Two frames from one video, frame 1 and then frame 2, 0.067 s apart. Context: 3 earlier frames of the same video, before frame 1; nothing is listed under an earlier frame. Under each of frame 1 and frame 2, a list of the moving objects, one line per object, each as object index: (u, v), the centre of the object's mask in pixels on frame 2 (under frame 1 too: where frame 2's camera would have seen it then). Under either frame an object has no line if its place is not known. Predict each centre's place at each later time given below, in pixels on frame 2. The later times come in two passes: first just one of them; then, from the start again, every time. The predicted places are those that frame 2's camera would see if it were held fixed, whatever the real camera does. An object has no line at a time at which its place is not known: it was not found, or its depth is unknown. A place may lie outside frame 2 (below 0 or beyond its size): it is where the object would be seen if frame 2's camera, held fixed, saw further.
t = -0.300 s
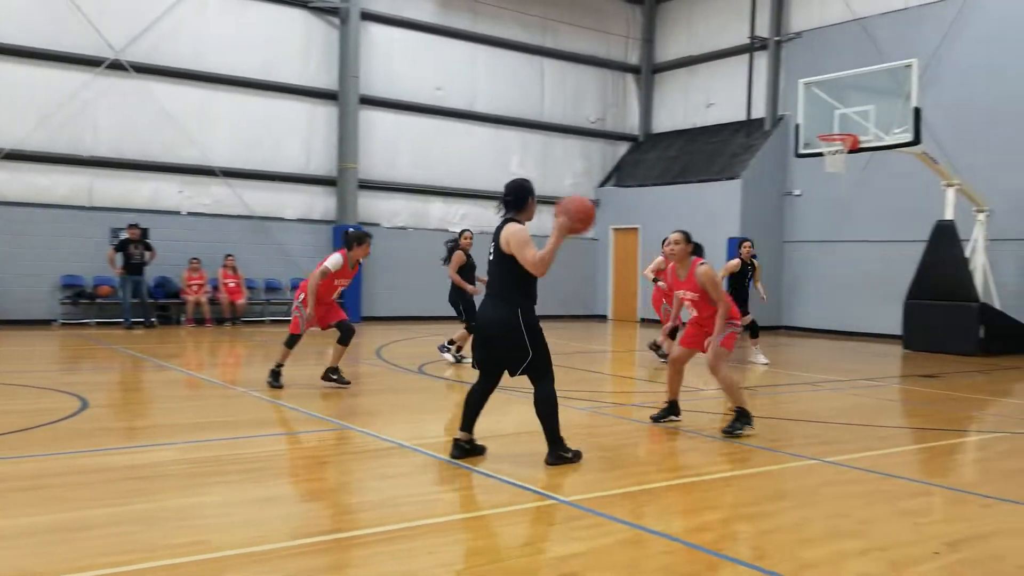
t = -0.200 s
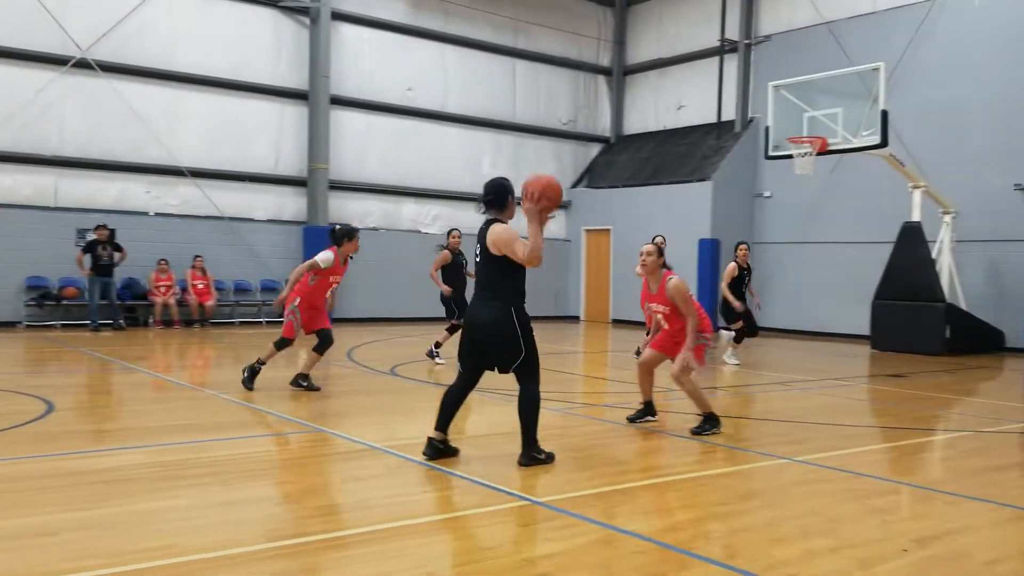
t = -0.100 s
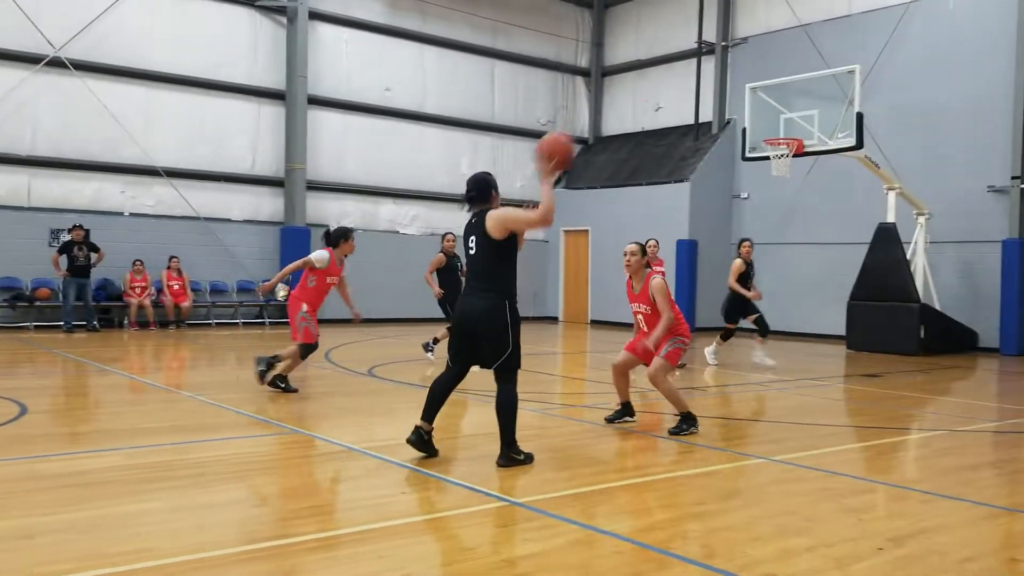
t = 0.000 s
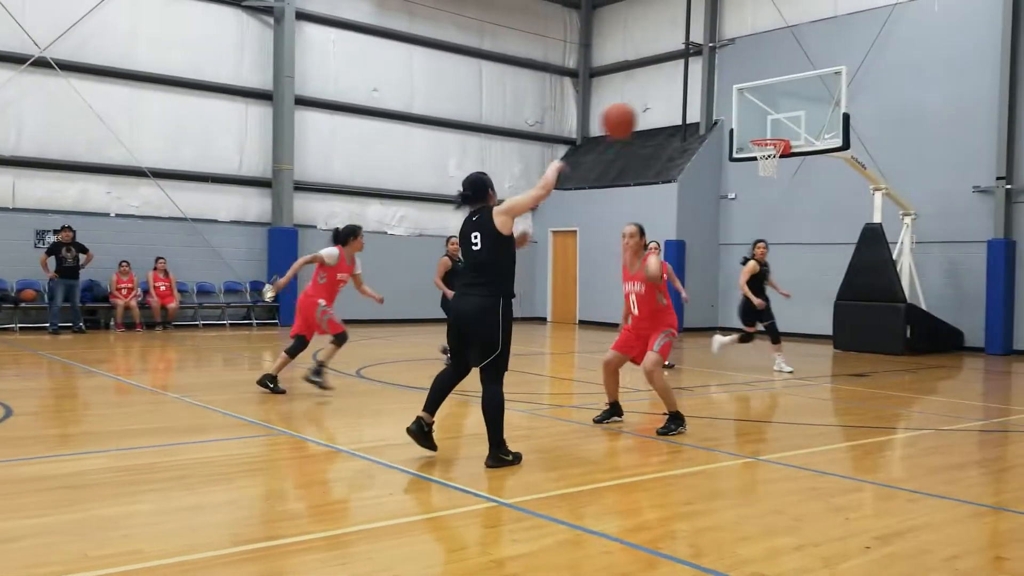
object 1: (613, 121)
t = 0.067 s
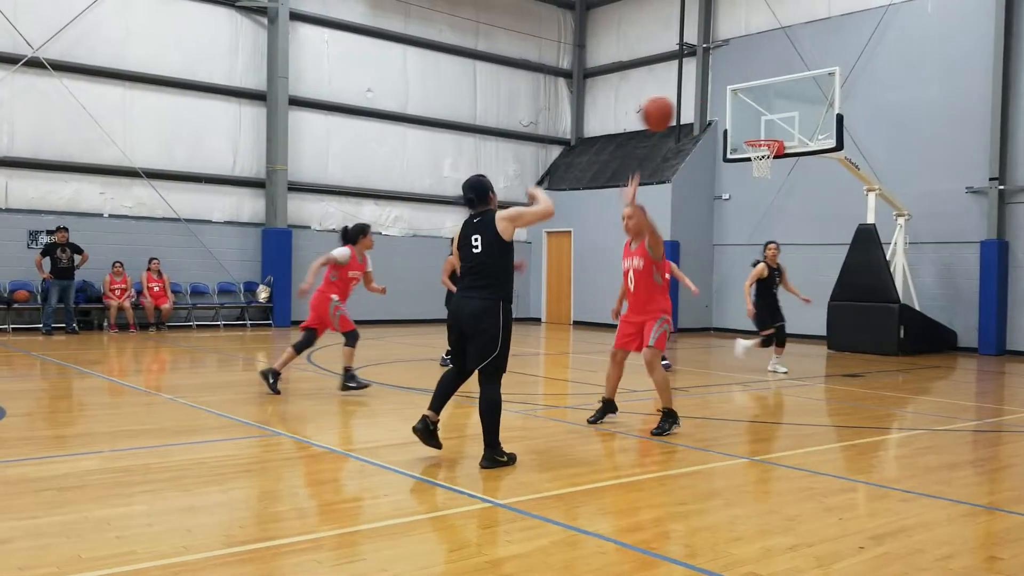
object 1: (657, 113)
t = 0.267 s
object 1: (765, 126)
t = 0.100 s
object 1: (677, 112)
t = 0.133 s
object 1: (697, 111)
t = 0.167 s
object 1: (715, 113)
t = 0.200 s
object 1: (732, 116)
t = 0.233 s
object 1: (749, 121)
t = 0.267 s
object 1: (765, 126)
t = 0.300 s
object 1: (780, 132)
